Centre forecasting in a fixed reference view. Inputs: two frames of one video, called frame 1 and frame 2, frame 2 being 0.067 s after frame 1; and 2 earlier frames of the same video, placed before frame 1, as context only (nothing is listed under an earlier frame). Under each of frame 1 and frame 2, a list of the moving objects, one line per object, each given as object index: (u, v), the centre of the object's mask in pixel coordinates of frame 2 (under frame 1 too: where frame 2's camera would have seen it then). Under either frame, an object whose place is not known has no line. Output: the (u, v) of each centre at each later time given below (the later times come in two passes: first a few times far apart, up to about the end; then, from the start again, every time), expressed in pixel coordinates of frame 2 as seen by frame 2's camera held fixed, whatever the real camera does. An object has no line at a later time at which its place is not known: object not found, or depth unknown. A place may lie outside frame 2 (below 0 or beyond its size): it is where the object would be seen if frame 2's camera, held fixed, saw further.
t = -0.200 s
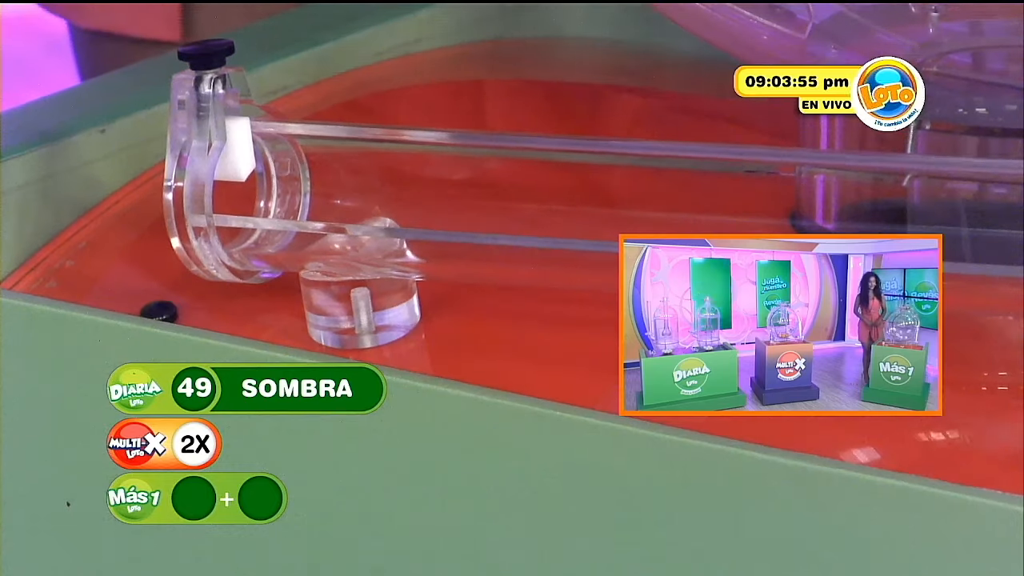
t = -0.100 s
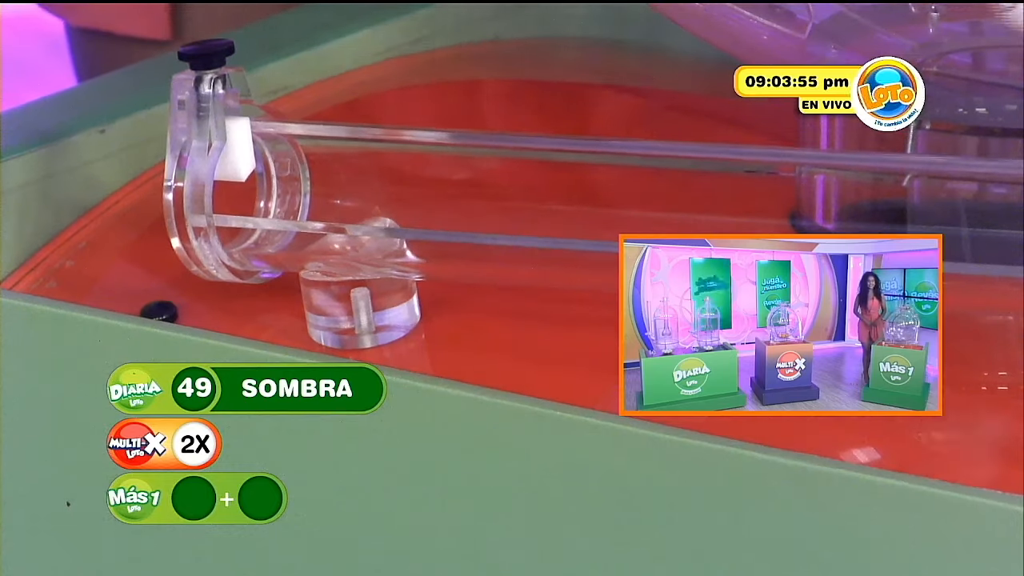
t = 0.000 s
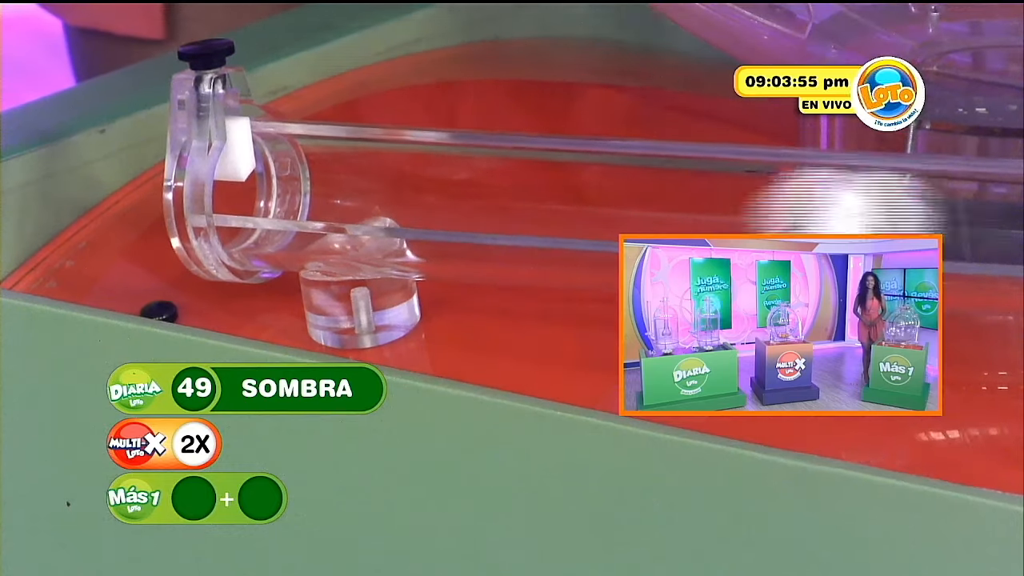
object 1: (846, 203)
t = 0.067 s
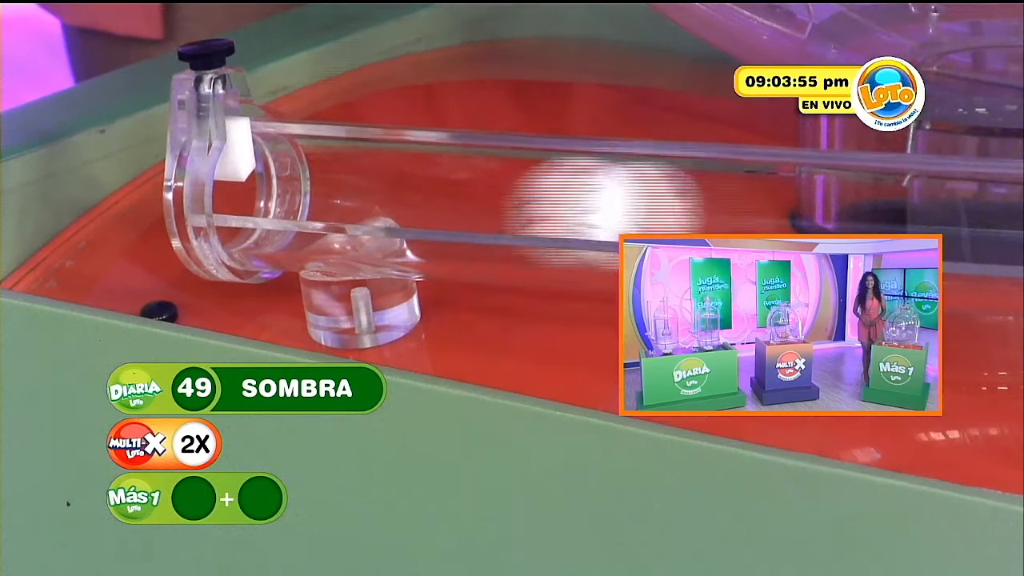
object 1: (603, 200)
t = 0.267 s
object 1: (369, 191)
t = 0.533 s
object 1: (305, 187)
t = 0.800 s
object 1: (303, 196)
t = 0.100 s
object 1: (492, 196)
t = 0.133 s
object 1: (389, 189)
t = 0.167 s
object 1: (312, 185)
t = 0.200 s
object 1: (341, 187)
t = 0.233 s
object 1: (362, 189)
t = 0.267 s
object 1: (369, 191)
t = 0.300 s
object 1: (373, 191)
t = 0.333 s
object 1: (371, 191)
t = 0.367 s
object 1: (359, 200)
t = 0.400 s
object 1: (352, 190)
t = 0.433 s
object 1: (342, 189)
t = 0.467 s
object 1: (326, 198)
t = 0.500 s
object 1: (314, 188)
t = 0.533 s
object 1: (305, 187)
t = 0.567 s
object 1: (304, 187)
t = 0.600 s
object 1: (302, 196)
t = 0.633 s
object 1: (302, 197)
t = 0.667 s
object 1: (302, 196)
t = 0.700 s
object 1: (302, 196)
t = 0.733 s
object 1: (302, 196)
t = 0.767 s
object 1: (303, 196)
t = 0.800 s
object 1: (303, 196)
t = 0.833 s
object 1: (302, 197)
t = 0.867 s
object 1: (304, 187)
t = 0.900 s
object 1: (302, 197)
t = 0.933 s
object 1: (304, 187)
